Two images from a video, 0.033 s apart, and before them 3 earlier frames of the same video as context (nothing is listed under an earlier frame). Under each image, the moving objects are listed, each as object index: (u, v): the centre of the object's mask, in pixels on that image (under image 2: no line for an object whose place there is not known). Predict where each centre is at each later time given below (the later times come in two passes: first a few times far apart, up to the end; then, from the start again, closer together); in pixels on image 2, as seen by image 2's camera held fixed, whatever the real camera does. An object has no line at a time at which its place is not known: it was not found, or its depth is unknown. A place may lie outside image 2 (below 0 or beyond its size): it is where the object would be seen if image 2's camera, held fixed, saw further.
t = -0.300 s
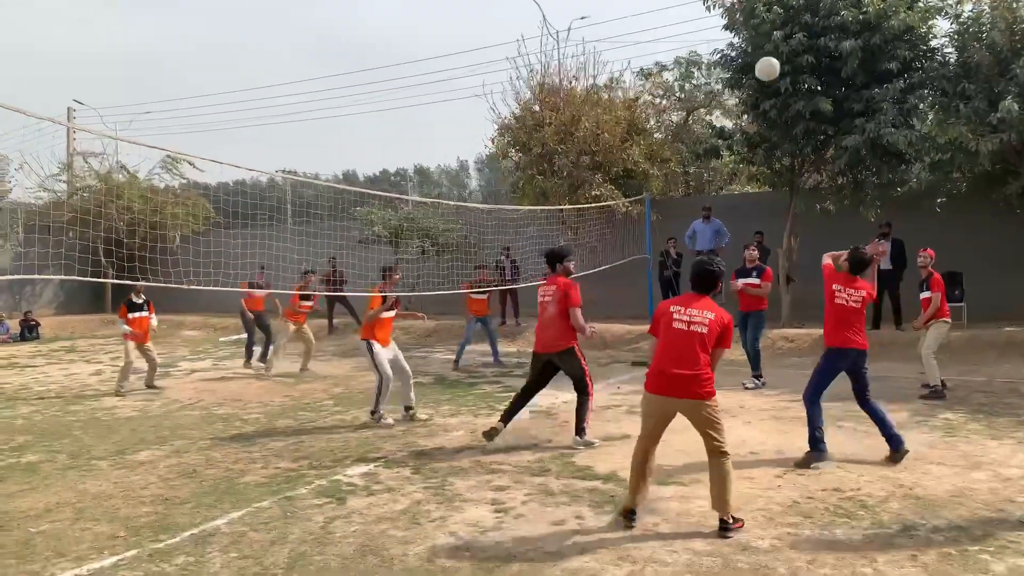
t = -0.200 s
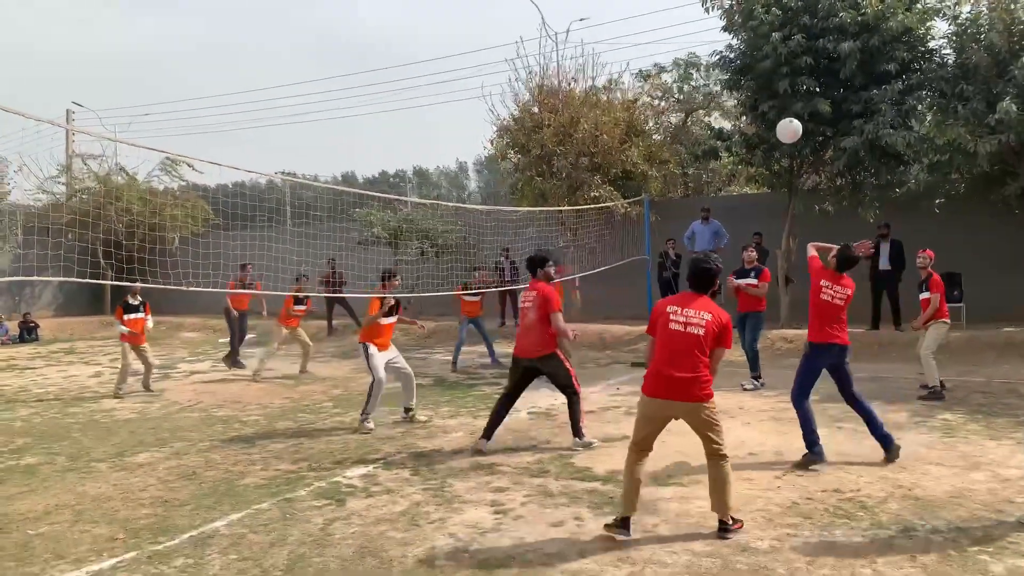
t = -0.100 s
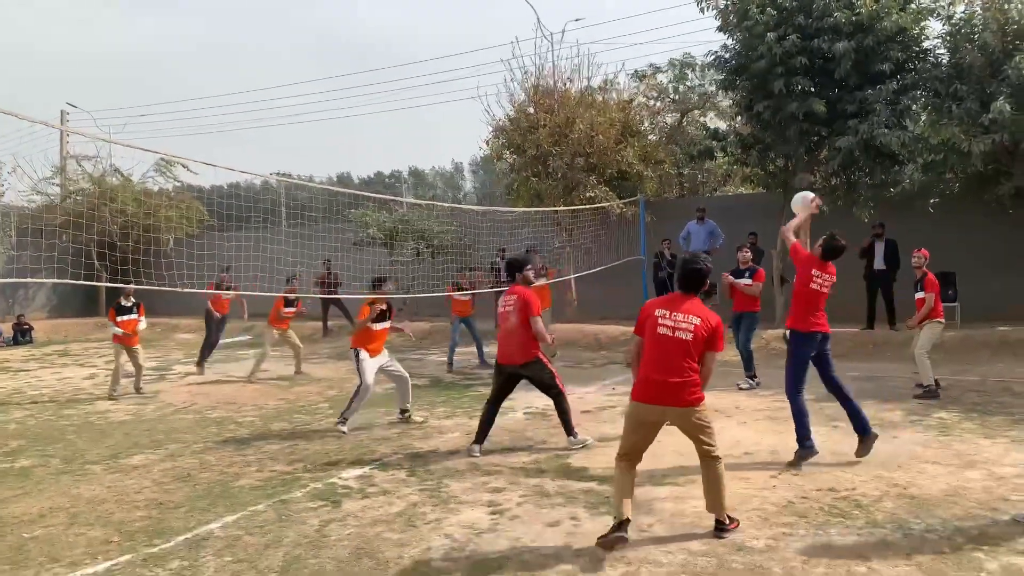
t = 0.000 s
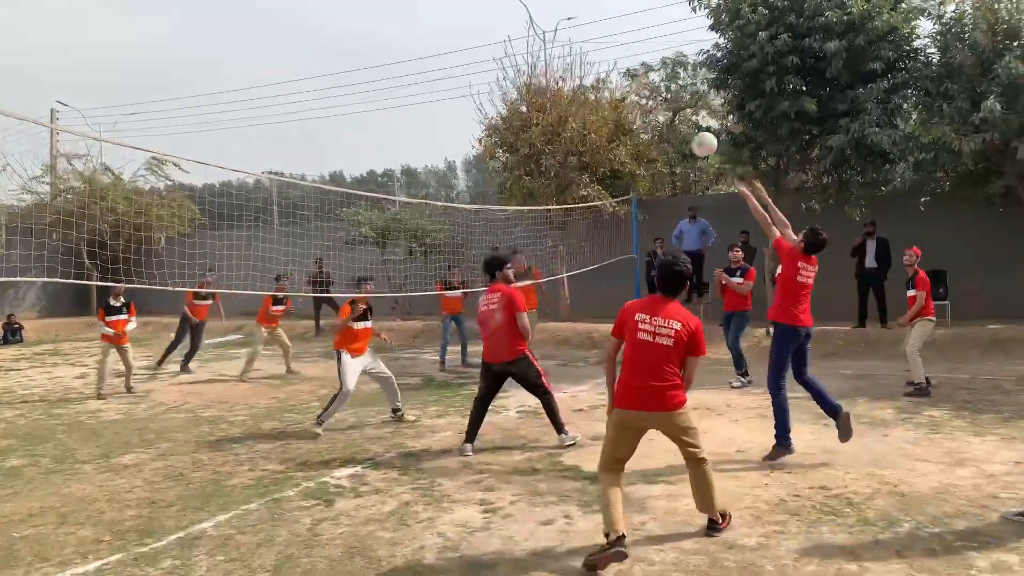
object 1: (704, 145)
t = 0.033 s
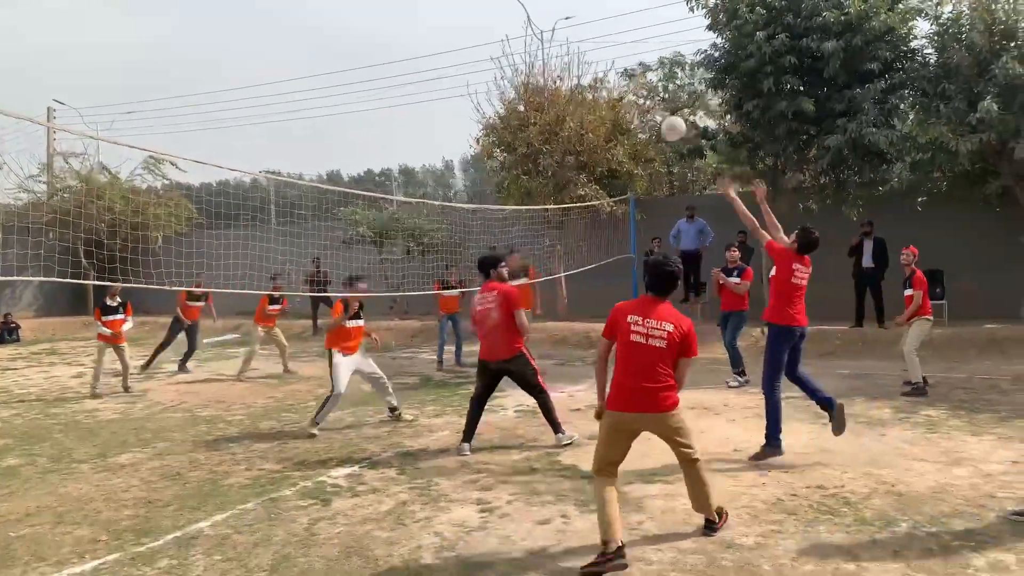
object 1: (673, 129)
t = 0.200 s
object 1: (541, 78)
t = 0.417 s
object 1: (400, 63)
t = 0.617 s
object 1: (292, 88)
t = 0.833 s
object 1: (196, 152)
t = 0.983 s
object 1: (139, 209)
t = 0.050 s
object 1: (659, 122)
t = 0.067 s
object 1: (645, 115)
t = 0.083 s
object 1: (631, 109)
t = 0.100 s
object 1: (624, 107)
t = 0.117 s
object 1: (605, 97)
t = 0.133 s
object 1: (592, 93)
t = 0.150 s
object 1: (579, 91)
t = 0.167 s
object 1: (567, 83)
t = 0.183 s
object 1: (552, 82)
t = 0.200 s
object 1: (541, 78)
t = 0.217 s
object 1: (527, 73)
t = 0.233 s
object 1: (520, 73)
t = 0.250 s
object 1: (507, 70)
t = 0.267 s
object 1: (497, 68)
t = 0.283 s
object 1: (484, 66)
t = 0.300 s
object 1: (473, 64)
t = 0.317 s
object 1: (462, 62)
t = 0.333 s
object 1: (450, 61)
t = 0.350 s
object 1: (440, 61)
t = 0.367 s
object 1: (430, 61)
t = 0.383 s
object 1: (420, 61)
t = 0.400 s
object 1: (409, 62)
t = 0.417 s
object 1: (400, 63)
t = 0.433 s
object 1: (390, 64)
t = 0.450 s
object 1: (381, 65)
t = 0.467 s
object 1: (371, 66)
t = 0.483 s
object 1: (362, 67)
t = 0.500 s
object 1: (353, 69)
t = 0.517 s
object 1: (344, 72)
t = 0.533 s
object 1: (335, 73)
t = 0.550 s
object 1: (326, 75)
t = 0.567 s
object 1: (318, 78)
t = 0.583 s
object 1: (309, 81)
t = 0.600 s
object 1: (300, 84)
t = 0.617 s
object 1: (292, 88)
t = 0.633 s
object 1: (284, 91)
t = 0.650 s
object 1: (275, 96)
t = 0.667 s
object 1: (268, 100)
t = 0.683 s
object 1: (260, 104)
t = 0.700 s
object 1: (253, 109)
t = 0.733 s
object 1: (238, 119)
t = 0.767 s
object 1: (223, 130)
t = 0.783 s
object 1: (216, 135)
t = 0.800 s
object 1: (209, 140)
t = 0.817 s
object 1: (202, 147)
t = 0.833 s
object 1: (196, 152)
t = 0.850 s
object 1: (190, 156)
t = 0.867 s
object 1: (183, 164)
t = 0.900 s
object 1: (168, 177)
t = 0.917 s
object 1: (165, 179)
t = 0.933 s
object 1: (159, 187)
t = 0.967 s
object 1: (145, 203)
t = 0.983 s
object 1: (139, 209)
